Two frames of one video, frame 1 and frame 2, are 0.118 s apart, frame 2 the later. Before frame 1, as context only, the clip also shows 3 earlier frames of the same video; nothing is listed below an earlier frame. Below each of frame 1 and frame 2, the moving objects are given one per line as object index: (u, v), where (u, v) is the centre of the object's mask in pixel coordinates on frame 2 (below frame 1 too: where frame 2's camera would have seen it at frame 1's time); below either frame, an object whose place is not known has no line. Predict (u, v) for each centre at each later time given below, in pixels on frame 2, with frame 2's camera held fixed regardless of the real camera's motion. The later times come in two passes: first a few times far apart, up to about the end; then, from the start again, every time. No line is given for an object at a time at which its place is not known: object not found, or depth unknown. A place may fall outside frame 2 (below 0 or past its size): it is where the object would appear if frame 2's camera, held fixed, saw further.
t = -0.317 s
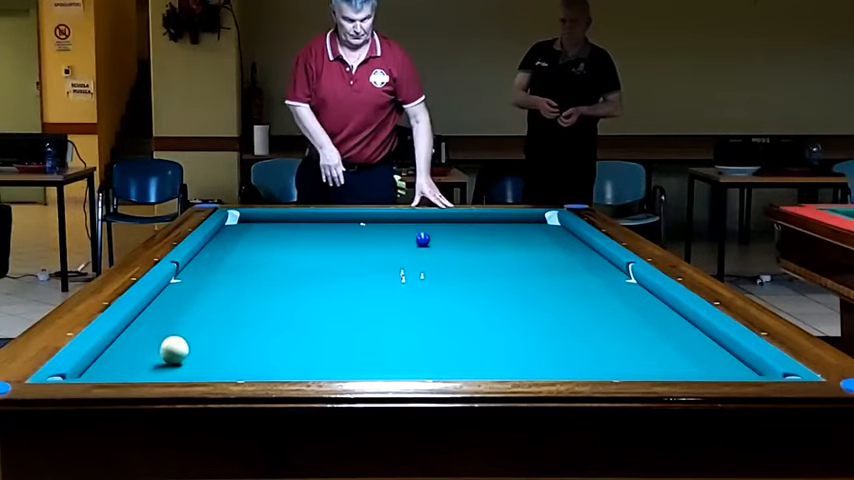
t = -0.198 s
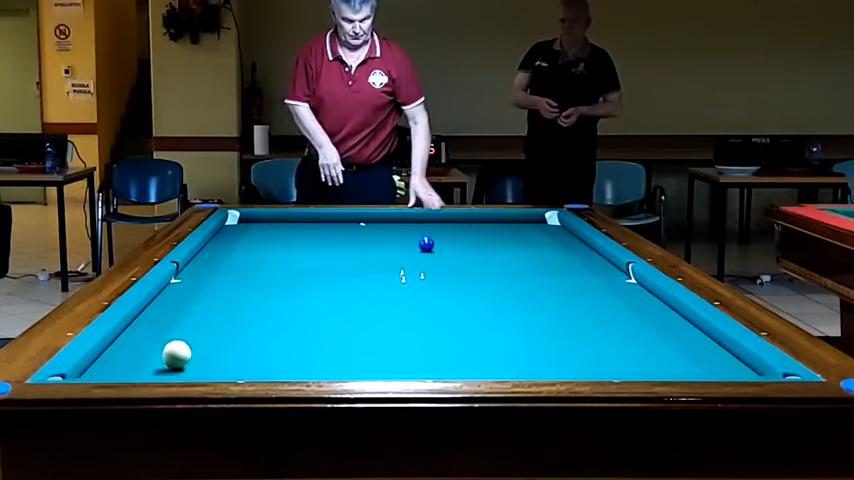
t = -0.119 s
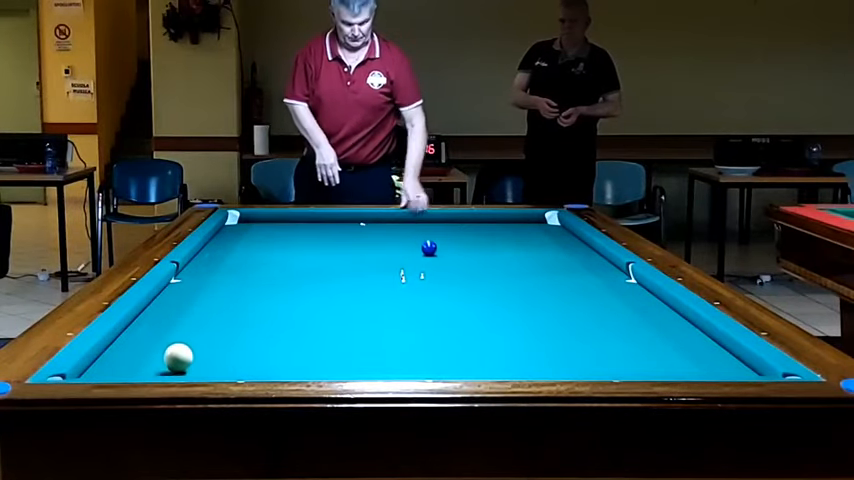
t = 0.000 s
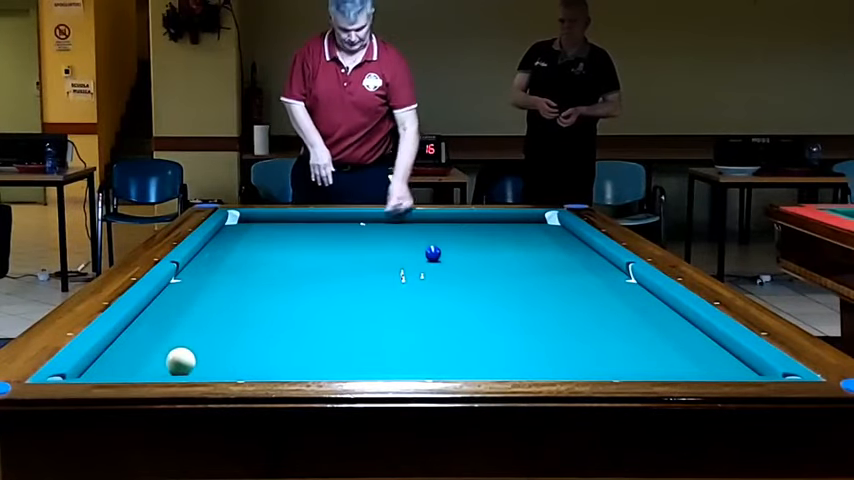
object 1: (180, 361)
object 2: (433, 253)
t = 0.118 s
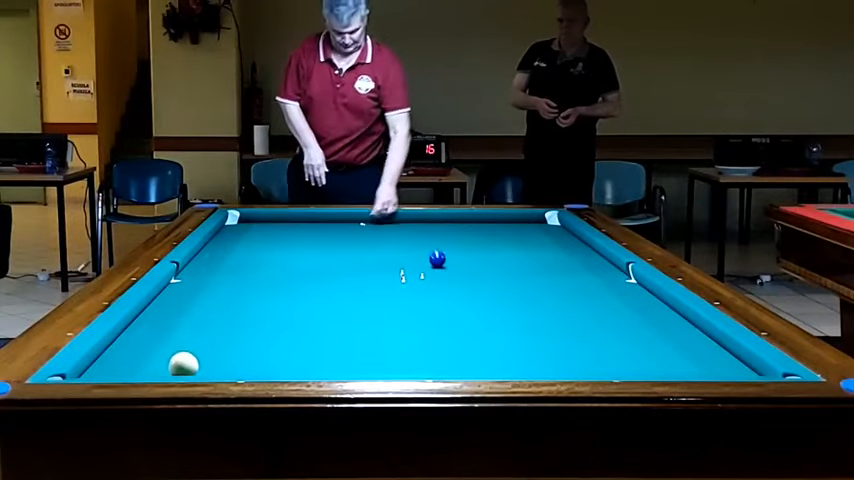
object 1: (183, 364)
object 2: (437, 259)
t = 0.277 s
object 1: (187, 367)
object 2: (443, 268)
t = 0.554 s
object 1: (193, 373)
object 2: (455, 284)
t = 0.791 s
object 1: (205, 371)
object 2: (468, 300)
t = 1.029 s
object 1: (216, 368)
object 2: (483, 320)
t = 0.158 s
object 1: (184, 365)
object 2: (439, 261)
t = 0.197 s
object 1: (185, 365)
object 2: (440, 263)
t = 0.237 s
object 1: (186, 366)
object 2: (442, 265)
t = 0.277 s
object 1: (187, 367)
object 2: (443, 268)
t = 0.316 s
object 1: (188, 368)
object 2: (445, 270)
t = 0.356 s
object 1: (189, 369)
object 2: (446, 272)
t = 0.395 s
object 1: (189, 370)
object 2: (448, 274)
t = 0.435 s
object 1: (190, 371)
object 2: (450, 277)
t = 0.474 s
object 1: (191, 371)
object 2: (452, 279)
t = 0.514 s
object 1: (192, 372)
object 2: (453, 281)
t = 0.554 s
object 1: (193, 373)
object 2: (455, 284)
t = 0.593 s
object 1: (195, 373)
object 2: (457, 287)
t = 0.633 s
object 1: (197, 373)
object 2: (459, 289)
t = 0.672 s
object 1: (199, 372)
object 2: (461, 292)
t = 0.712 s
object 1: (201, 372)
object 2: (463, 295)
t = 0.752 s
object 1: (203, 371)
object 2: (466, 298)
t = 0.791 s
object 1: (205, 371)
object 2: (468, 300)
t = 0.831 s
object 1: (207, 370)
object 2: (470, 304)
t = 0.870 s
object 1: (208, 370)
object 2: (473, 307)
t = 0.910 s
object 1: (210, 369)
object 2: (475, 310)
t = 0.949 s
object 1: (212, 369)
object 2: (477, 313)
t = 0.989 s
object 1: (214, 369)
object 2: (480, 316)
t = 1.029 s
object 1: (216, 368)
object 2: (483, 320)
